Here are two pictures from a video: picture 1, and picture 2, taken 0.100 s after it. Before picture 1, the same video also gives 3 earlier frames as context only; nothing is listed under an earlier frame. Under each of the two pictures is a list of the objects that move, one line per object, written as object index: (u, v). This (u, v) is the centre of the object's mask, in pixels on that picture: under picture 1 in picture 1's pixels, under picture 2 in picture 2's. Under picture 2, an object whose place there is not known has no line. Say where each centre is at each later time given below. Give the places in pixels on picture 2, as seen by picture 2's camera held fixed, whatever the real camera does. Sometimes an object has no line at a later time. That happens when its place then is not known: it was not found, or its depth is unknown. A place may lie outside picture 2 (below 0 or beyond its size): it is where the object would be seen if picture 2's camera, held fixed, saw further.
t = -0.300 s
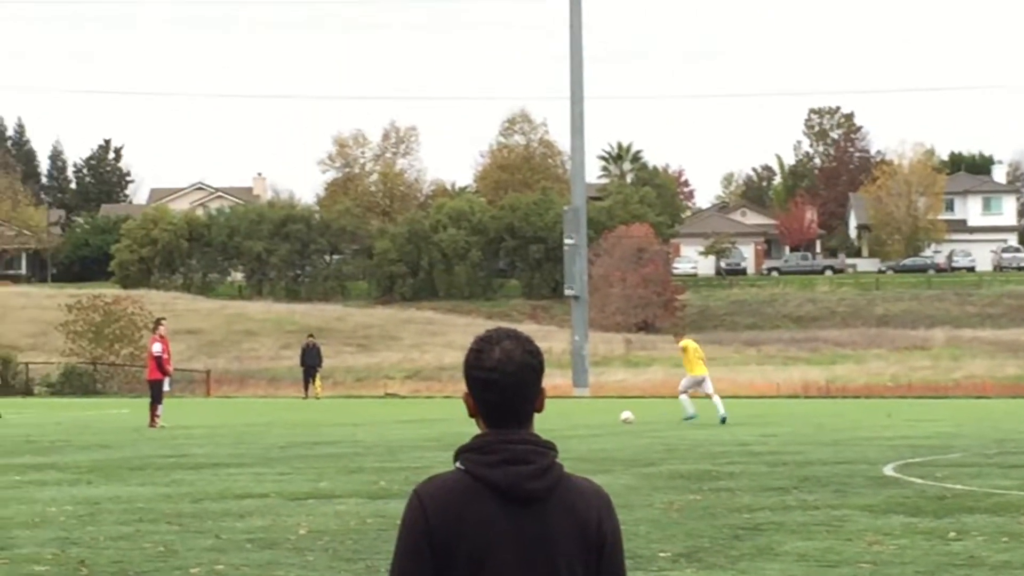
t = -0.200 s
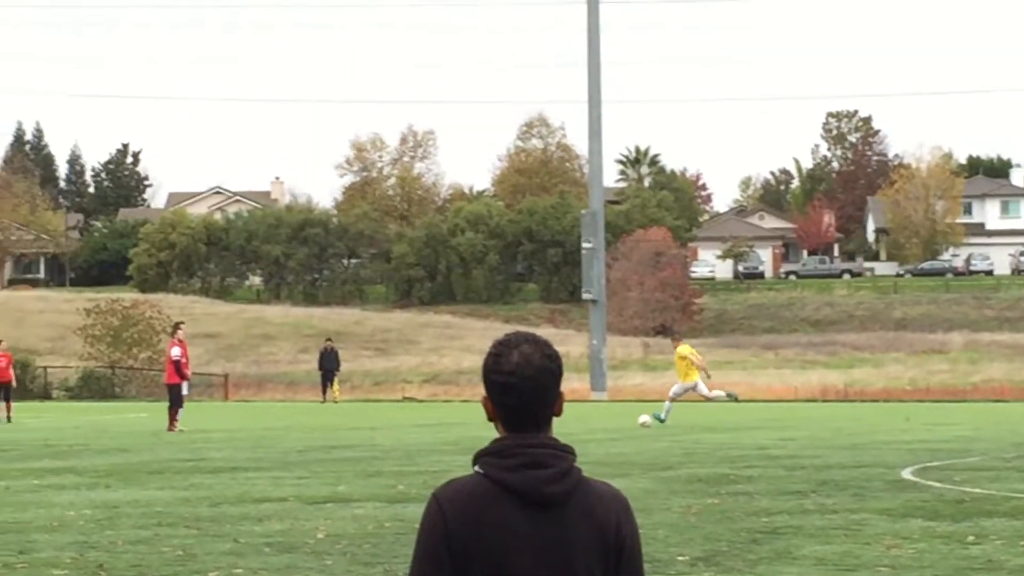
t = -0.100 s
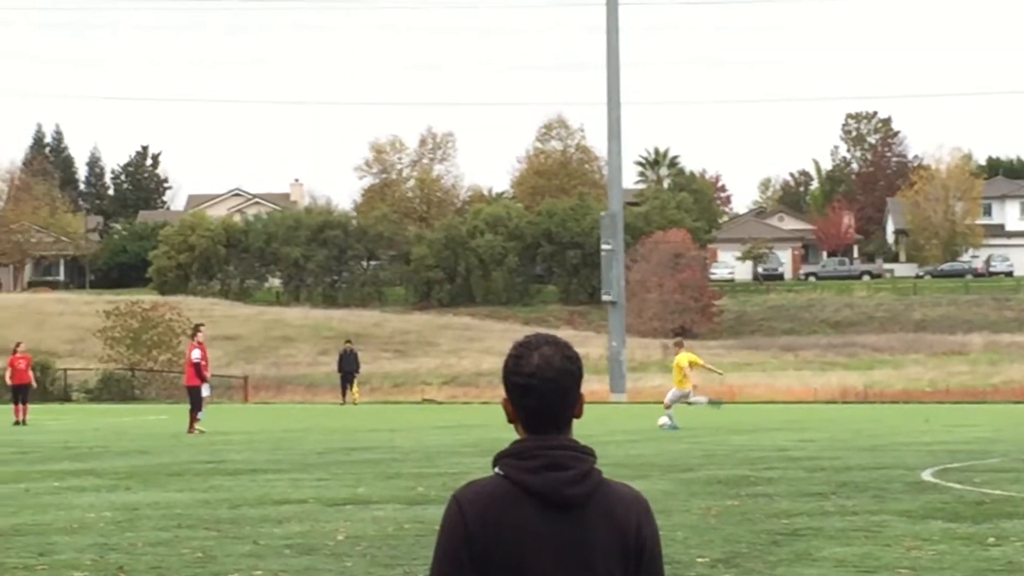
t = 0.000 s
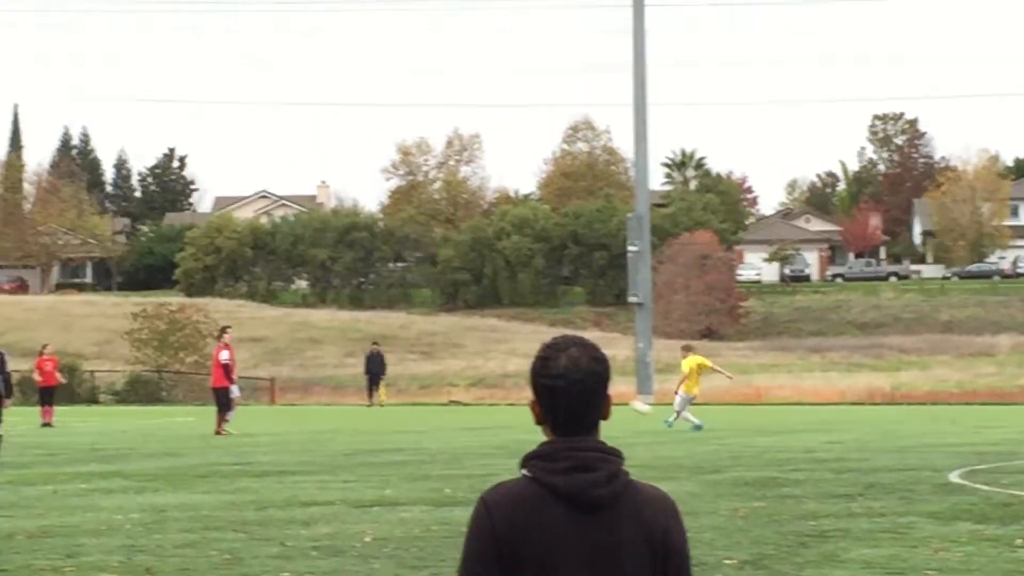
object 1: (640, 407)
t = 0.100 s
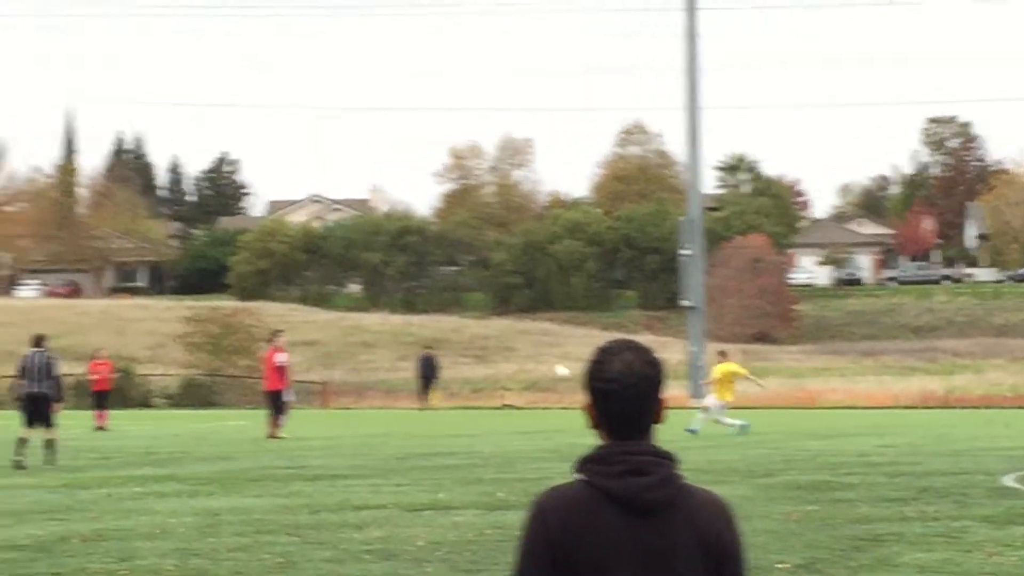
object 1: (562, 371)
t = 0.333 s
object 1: (274, 295)
